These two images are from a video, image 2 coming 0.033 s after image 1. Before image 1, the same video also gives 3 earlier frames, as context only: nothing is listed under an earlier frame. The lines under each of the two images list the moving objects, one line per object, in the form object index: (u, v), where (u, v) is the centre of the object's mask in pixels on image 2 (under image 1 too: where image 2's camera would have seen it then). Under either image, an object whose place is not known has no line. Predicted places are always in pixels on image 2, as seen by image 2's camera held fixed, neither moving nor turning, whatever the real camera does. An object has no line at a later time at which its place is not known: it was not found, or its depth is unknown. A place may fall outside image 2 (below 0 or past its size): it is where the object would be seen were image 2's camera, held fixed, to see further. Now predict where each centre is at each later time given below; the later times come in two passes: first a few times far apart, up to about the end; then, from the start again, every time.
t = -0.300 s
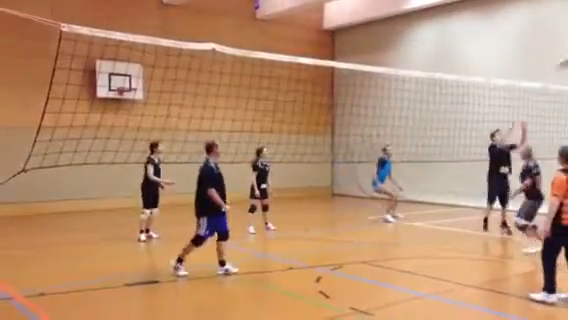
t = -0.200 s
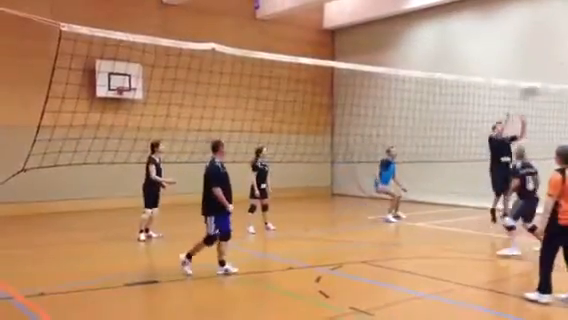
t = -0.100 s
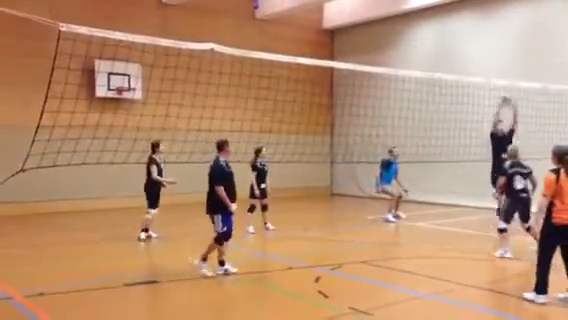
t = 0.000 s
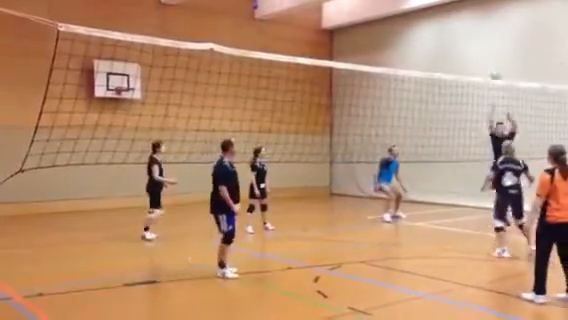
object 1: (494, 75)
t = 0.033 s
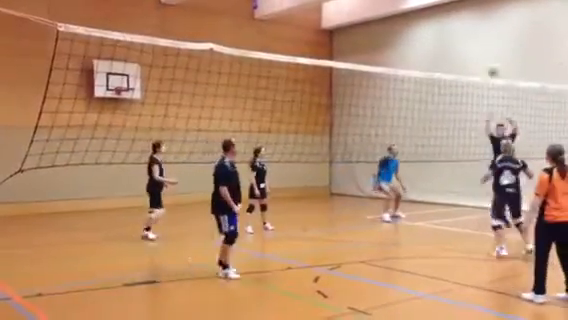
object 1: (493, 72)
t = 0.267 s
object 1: (472, 42)
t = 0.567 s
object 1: (441, 50)
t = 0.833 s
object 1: (412, 103)
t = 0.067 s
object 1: (490, 64)
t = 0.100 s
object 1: (487, 59)
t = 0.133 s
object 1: (484, 55)
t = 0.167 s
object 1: (481, 51)
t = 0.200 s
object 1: (478, 47)
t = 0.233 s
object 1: (474, 45)
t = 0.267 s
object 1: (472, 42)
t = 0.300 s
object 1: (469, 40)
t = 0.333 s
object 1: (466, 39)
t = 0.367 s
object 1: (462, 37)
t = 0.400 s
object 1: (459, 39)
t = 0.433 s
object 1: (456, 39)
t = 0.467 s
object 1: (452, 41)
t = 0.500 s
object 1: (448, 44)
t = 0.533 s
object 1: (444, 47)
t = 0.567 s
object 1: (441, 50)
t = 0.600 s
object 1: (438, 54)
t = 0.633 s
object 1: (434, 59)
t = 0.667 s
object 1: (430, 66)
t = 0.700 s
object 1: (427, 68)
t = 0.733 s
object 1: (422, 81)
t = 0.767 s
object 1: (421, 85)
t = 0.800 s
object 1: (414, 97)
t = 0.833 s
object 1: (412, 103)
